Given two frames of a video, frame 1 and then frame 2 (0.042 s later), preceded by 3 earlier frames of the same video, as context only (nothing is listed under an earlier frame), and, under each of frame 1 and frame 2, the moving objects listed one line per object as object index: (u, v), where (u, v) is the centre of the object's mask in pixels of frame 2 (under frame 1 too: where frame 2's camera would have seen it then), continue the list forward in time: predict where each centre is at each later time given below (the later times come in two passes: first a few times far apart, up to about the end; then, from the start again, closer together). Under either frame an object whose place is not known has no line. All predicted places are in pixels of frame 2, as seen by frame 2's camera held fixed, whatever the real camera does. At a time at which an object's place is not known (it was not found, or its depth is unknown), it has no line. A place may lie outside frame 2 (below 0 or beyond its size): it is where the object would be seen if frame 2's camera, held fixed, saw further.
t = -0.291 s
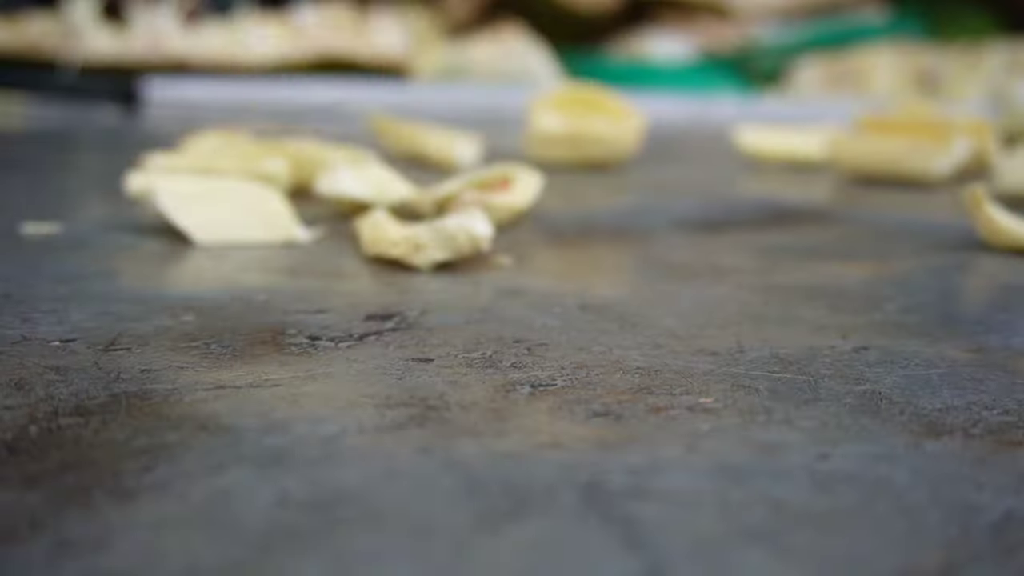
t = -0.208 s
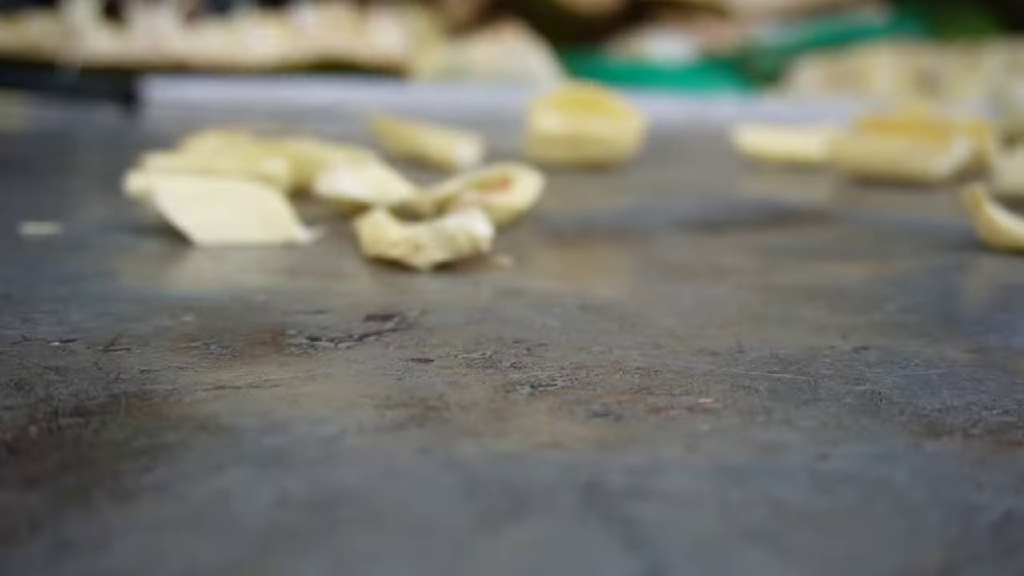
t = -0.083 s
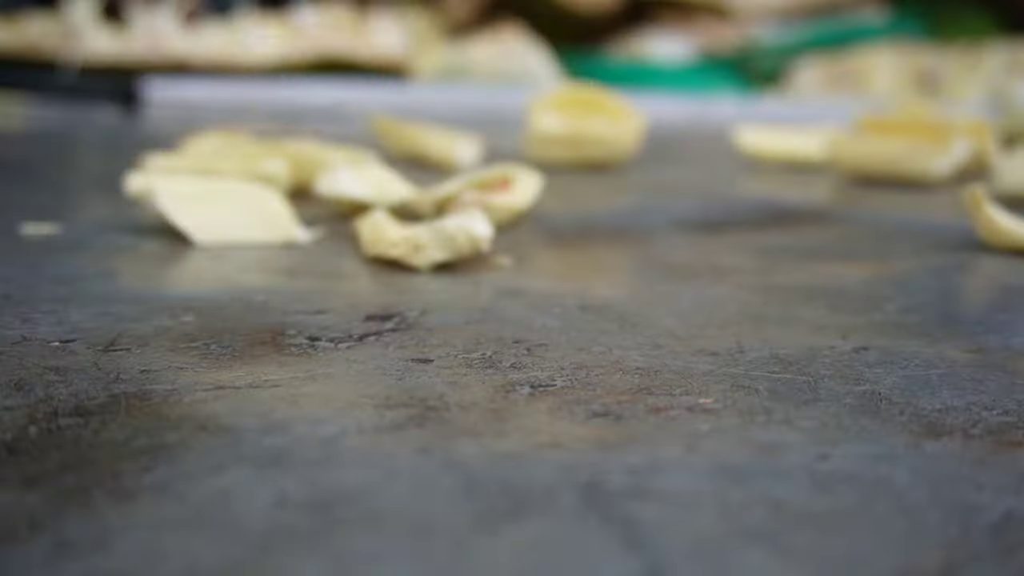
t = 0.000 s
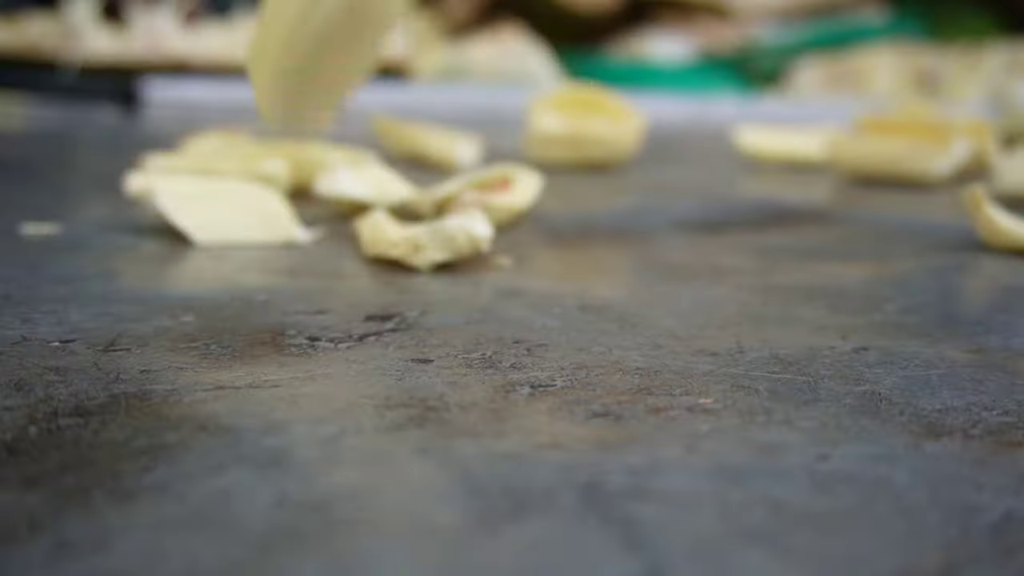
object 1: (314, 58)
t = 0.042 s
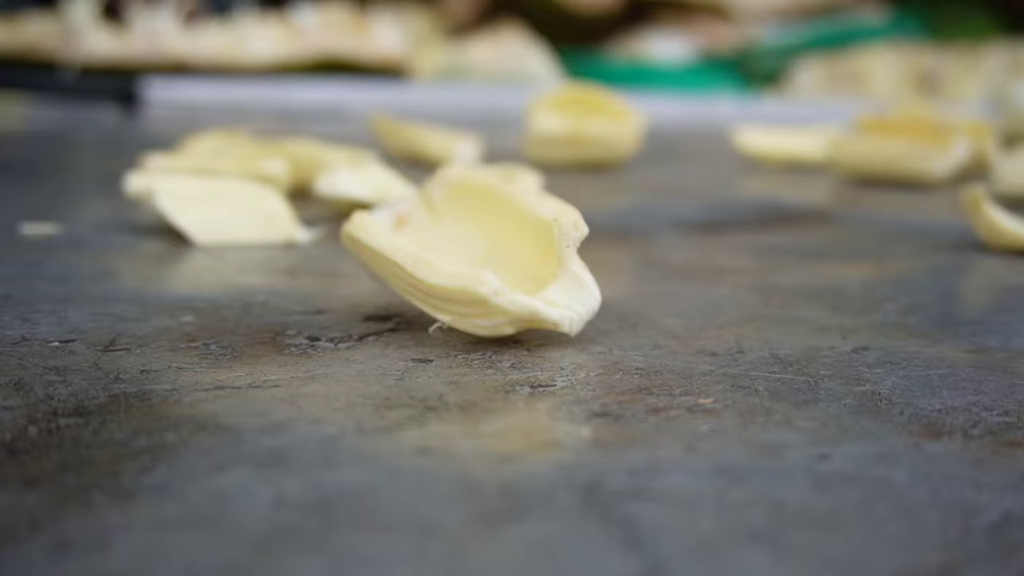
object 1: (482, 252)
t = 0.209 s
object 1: (702, 260)
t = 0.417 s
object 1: (839, 210)
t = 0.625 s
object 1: (607, 265)
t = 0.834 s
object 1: (633, 292)
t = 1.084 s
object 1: (657, 293)
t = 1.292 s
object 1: (647, 295)
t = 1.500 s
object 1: (671, 298)
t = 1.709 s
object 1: (694, 301)
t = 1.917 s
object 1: (696, 301)
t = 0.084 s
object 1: (493, 161)
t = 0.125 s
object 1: (548, 147)
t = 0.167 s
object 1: (599, 252)
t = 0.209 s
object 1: (702, 260)
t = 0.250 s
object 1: (777, 282)
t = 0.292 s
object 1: (837, 229)
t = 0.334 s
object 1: (861, 210)
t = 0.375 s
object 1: (859, 204)
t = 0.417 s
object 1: (839, 210)
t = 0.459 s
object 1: (800, 226)
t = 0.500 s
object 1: (736, 282)
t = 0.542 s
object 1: (680, 274)
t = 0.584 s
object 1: (644, 296)
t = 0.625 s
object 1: (607, 265)
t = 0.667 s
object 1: (584, 268)
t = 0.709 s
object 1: (589, 272)
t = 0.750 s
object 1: (601, 277)
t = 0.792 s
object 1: (619, 279)
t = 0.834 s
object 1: (633, 292)
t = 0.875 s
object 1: (658, 295)
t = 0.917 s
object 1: (695, 303)
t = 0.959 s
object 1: (711, 292)
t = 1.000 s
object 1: (690, 298)
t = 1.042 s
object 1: (669, 296)
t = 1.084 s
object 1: (657, 293)
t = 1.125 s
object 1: (649, 294)
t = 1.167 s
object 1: (639, 295)
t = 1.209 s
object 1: (640, 294)
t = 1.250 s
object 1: (646, 295)
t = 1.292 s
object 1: (647, 295)
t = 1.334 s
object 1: (652, 293)
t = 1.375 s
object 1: (653, 294)
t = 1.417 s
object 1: (657, 294)
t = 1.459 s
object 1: (661, 295)
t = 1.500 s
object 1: (671, 298)
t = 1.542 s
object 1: (683, 300)
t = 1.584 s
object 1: (694, 301)
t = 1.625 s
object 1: (693, 301)
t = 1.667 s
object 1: (693, 301)
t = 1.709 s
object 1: (694, 301)
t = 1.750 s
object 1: (697, 301)
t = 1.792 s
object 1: (696, 301)
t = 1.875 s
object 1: (696, 301)
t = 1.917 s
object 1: (696, 301)
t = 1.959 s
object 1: (697, 301)
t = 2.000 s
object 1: (697, 301)
